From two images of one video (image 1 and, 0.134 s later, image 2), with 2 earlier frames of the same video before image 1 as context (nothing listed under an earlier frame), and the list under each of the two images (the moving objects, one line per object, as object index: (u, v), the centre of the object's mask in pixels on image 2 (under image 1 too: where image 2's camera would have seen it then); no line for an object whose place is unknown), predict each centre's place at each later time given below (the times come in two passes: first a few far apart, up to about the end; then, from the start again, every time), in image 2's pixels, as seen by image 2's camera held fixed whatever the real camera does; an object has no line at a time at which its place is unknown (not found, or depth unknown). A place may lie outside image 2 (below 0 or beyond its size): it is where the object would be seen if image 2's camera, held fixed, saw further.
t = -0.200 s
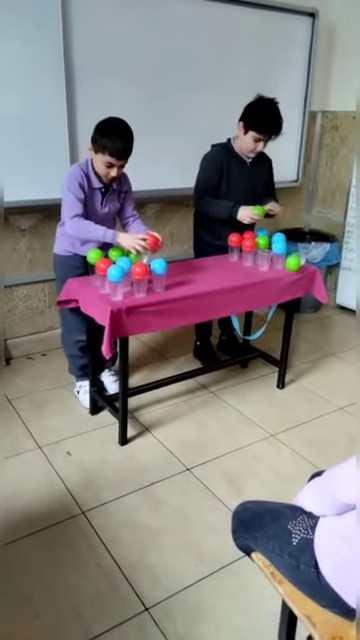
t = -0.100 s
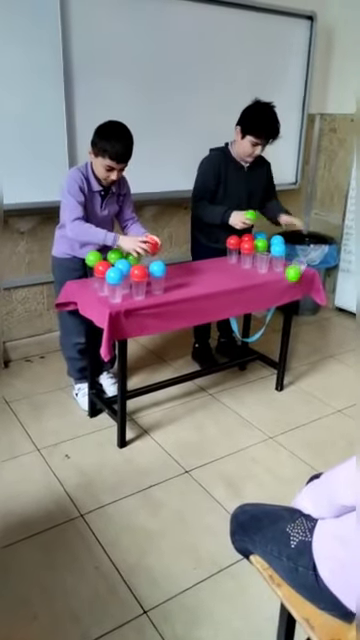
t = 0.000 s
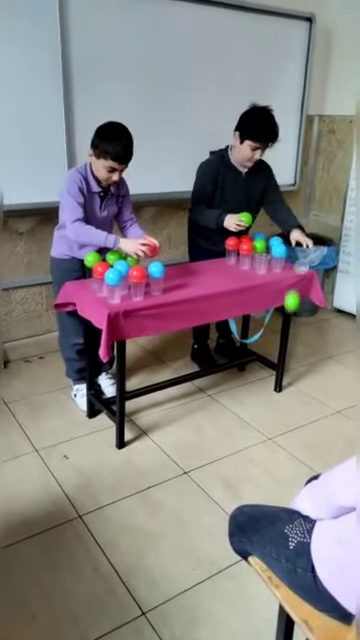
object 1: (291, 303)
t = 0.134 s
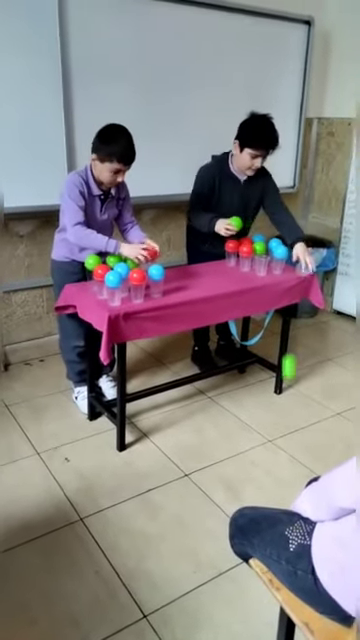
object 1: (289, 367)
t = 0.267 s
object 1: (292, 398)
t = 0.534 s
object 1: (313, 370)
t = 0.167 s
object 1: (287, 384)
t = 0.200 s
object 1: (287, 410)
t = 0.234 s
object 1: (288, 411)
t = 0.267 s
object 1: (292, 398)
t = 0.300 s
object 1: (294, 388)
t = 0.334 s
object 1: (297, 379)
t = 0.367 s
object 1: (301, 373)
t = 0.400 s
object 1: (304, 369)
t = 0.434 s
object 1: (306, 366)
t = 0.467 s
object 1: (310, 365)
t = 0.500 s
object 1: (312, 367)
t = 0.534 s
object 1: (313, 370)
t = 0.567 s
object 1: (315, 377)
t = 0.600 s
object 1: (318, 388)
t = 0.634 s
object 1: (319, 398)
